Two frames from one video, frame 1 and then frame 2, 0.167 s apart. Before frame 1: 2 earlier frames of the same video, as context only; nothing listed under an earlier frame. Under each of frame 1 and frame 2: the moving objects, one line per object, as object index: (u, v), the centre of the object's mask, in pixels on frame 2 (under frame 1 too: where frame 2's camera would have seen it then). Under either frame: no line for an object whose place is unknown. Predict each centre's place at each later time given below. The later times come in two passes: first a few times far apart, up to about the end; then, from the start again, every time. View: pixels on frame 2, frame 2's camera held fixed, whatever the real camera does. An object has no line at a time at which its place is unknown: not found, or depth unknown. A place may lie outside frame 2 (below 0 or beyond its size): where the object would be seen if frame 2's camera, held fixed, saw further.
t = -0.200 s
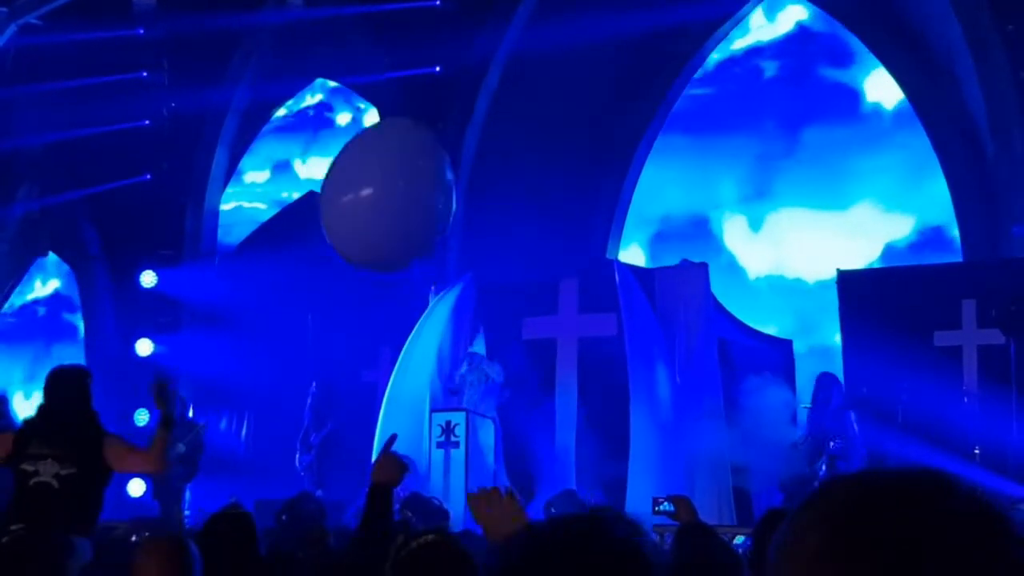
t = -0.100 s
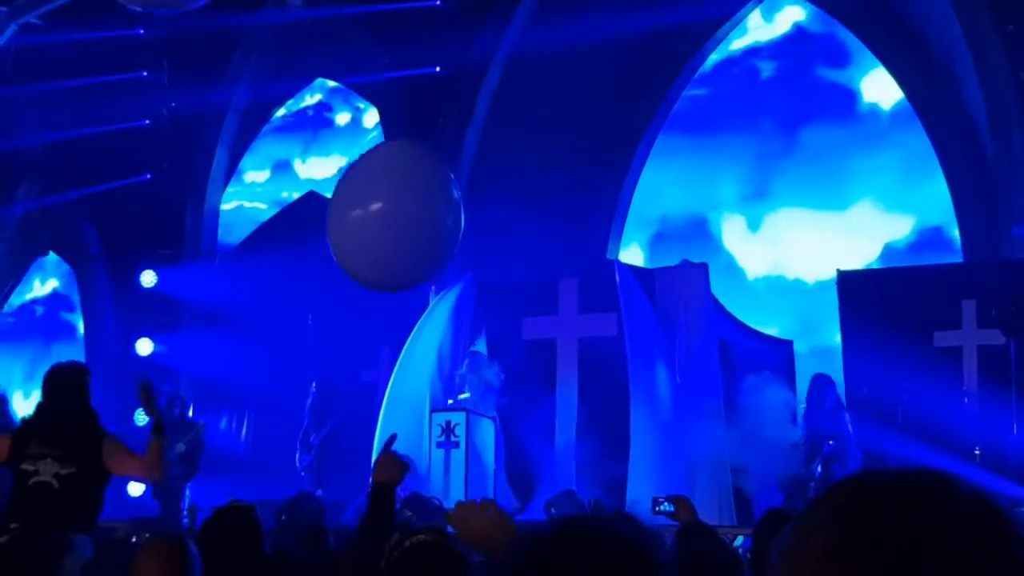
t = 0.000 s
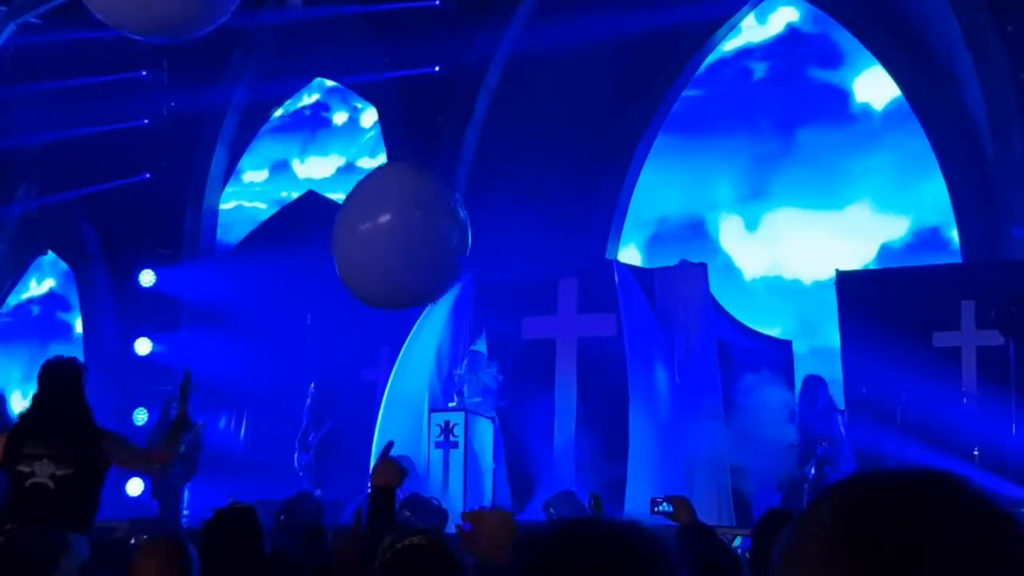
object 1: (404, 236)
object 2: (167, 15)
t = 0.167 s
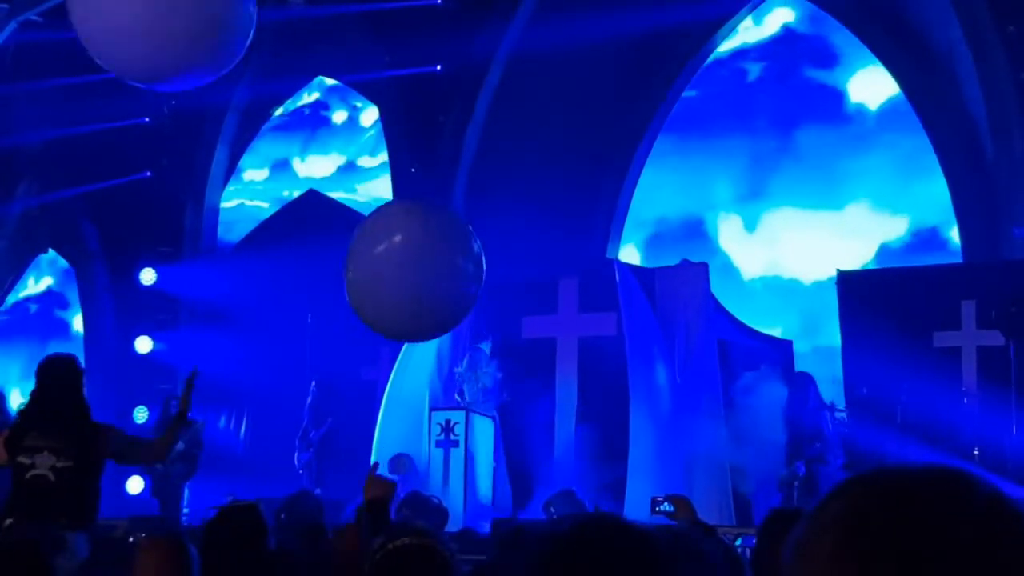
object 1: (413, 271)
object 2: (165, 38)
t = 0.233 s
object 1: (420, 284)
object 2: (166, 47)
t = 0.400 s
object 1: (435, 317)
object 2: (166, 75)
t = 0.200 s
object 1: (417, 277)
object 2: (166, 42)
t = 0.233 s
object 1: (420, 284)
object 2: (166, 47)
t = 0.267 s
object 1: (422, 291)
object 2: (166, 53)
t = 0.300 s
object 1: (424, 297)
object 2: (165, 58)
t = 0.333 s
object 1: (426, 304)
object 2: (163, 63)
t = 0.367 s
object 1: (430, 310)
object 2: (165, 69)
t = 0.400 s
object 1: (435, 317)
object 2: (166, 75)
